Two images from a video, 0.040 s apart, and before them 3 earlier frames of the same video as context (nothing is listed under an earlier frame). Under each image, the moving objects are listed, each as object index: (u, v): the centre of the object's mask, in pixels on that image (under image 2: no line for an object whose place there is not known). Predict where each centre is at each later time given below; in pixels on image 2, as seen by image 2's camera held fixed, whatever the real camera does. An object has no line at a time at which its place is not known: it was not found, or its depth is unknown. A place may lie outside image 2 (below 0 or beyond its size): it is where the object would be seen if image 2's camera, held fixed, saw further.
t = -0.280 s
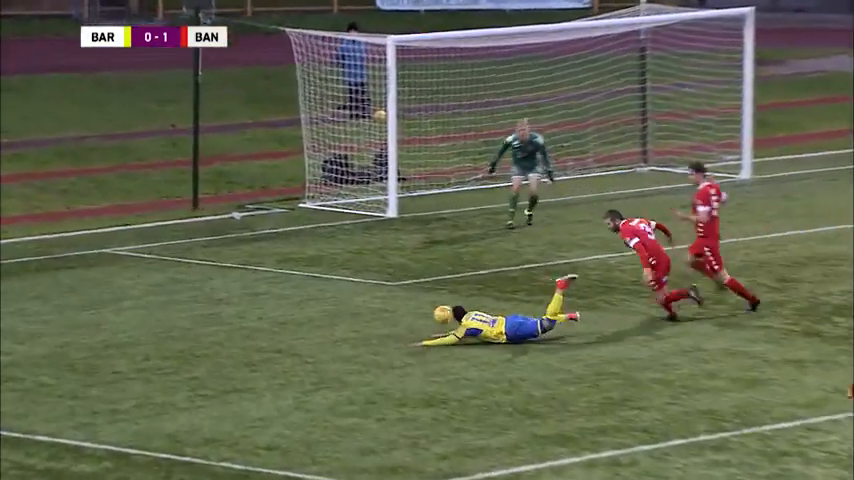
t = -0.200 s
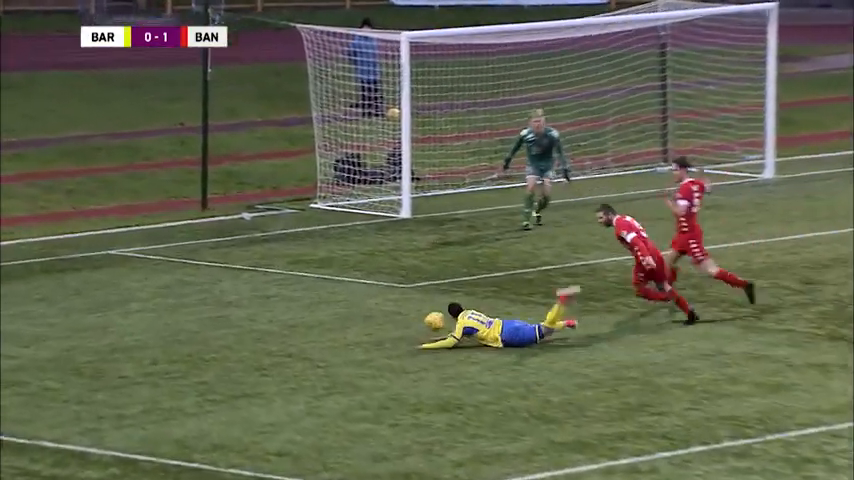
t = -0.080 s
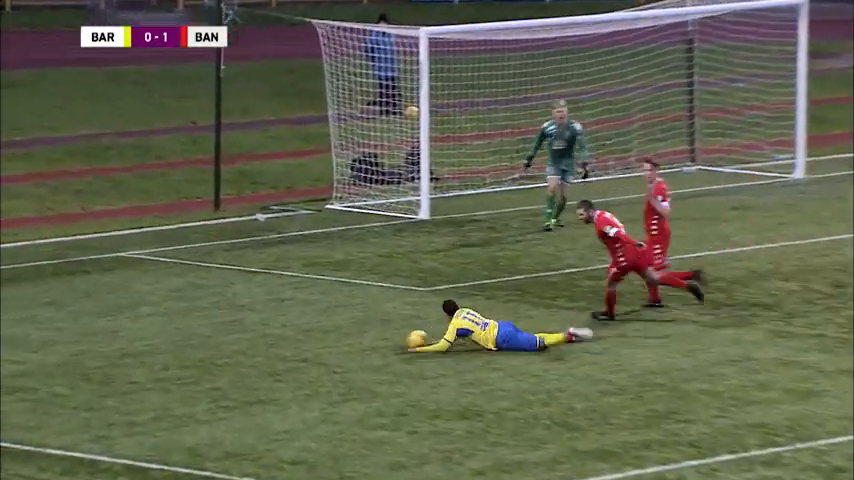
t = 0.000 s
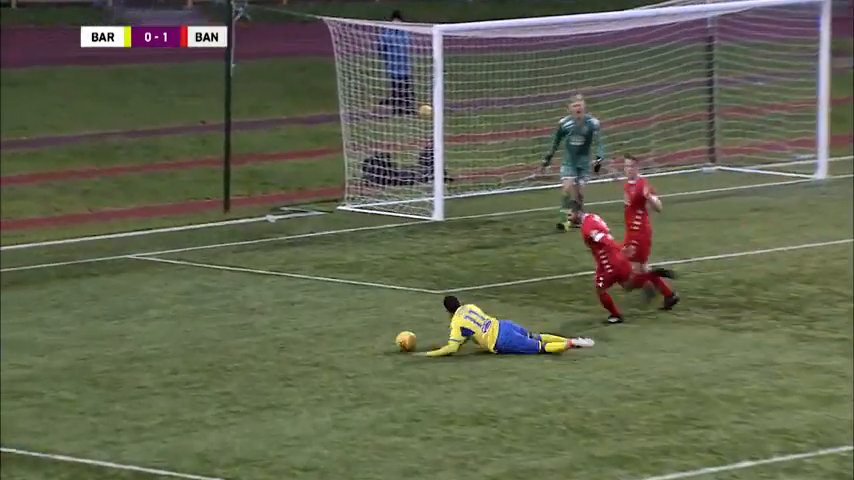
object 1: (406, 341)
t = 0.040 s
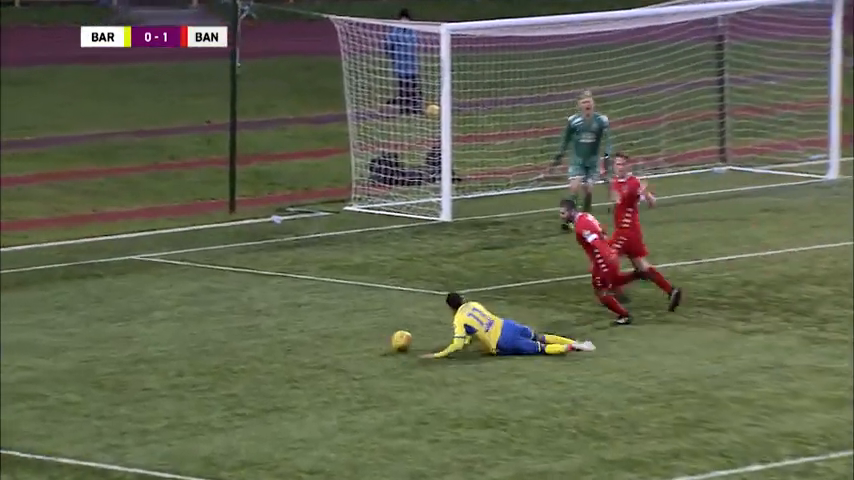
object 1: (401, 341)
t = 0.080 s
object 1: (390, 340)
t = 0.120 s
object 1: (379, 339)
